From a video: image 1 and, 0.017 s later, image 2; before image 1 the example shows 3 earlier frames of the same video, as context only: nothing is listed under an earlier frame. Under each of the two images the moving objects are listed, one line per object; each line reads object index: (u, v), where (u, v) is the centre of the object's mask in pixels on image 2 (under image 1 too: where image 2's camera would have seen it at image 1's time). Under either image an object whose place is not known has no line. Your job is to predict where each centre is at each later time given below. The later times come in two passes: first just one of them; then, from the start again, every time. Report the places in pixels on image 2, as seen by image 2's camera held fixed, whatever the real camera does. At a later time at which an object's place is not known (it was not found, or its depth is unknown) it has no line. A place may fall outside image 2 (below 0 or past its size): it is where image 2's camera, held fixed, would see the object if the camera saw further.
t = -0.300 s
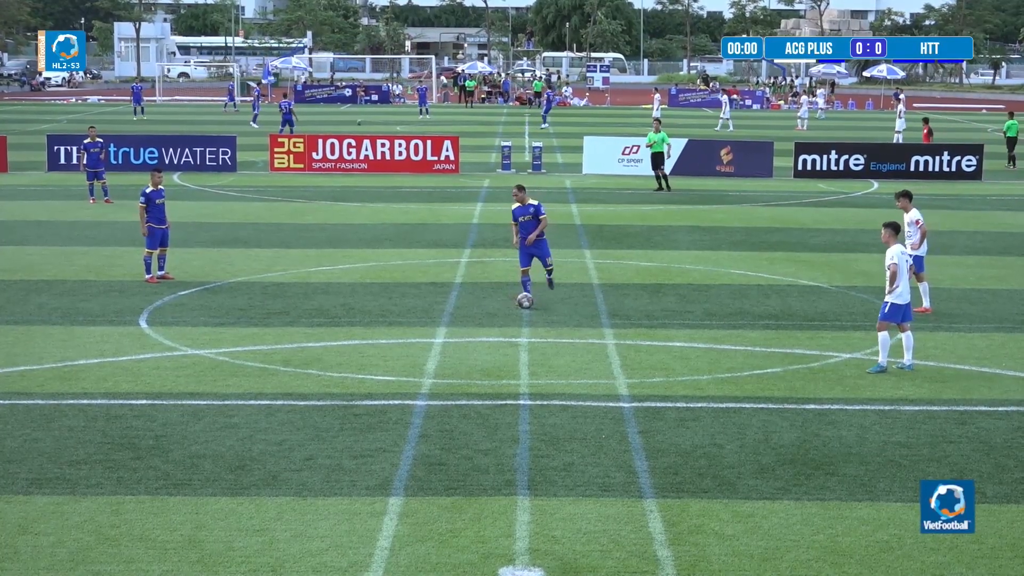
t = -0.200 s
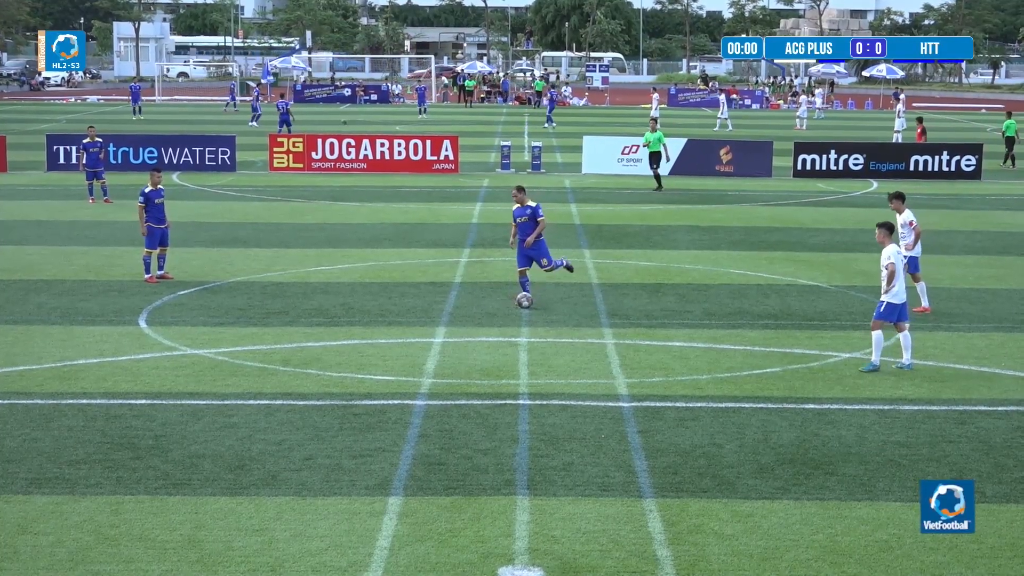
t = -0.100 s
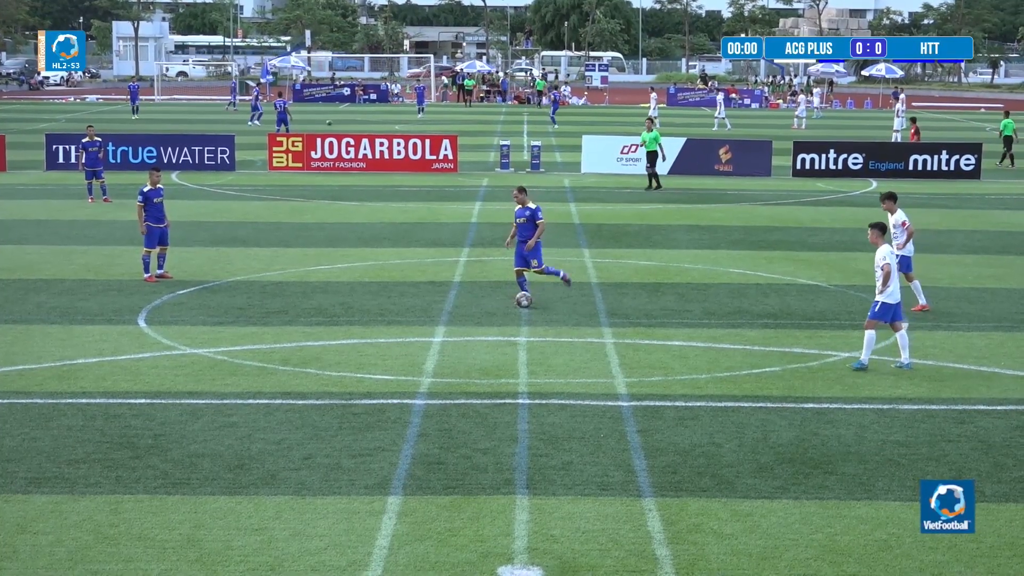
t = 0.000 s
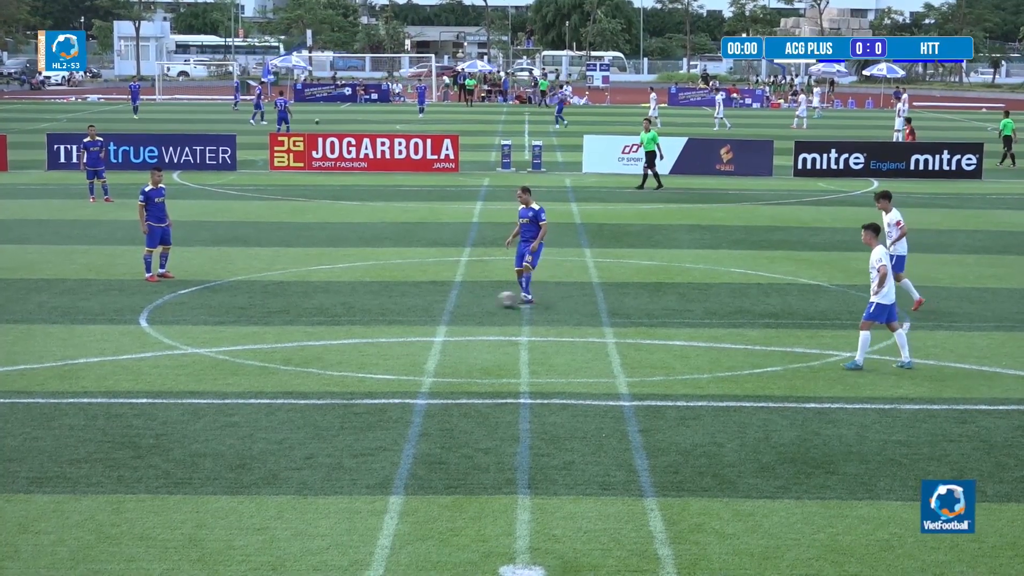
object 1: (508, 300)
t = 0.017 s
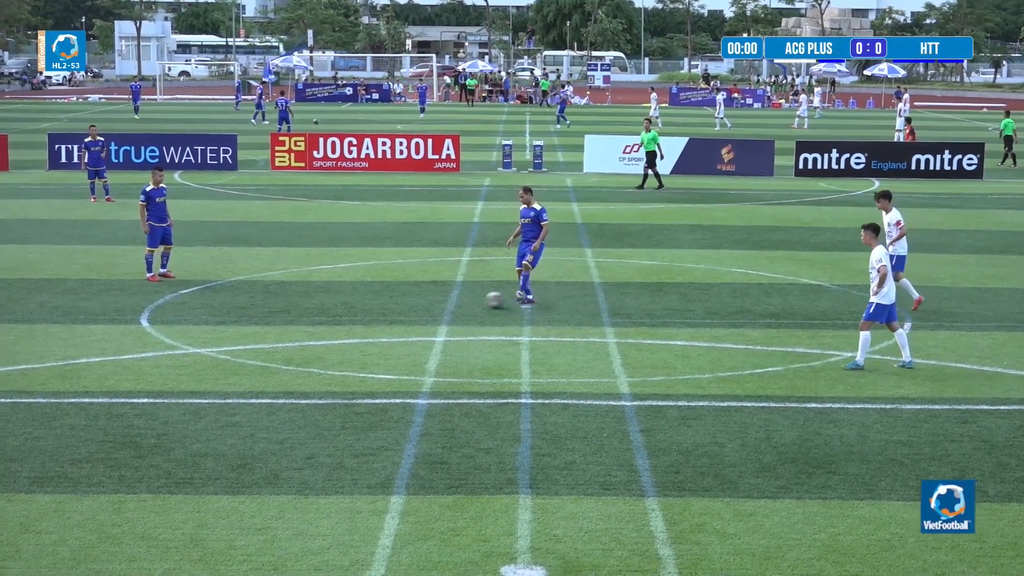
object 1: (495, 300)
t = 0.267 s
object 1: (301, 310)
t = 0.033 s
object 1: (481, 301)
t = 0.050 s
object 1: (468, 302)
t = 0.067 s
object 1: (455, 303)
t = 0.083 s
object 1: (441, 303)
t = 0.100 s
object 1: (428, 304)
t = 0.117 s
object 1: (415, 304)
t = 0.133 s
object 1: (402, 305)
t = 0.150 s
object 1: (389, 305)
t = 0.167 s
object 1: (376, 306)
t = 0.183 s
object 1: (363, 308)
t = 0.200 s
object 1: (350, 308)
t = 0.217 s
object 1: (338, 309)
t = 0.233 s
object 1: (326, 309)
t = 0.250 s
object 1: (313, 309)
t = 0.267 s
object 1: (301, 310)
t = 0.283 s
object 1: (288, 310)
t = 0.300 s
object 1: (276, 311)
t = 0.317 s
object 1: (265, 312)
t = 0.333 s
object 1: (253, 312)
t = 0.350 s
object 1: (241, 312)
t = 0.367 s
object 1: (231, 313)
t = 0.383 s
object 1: (219, 313)
